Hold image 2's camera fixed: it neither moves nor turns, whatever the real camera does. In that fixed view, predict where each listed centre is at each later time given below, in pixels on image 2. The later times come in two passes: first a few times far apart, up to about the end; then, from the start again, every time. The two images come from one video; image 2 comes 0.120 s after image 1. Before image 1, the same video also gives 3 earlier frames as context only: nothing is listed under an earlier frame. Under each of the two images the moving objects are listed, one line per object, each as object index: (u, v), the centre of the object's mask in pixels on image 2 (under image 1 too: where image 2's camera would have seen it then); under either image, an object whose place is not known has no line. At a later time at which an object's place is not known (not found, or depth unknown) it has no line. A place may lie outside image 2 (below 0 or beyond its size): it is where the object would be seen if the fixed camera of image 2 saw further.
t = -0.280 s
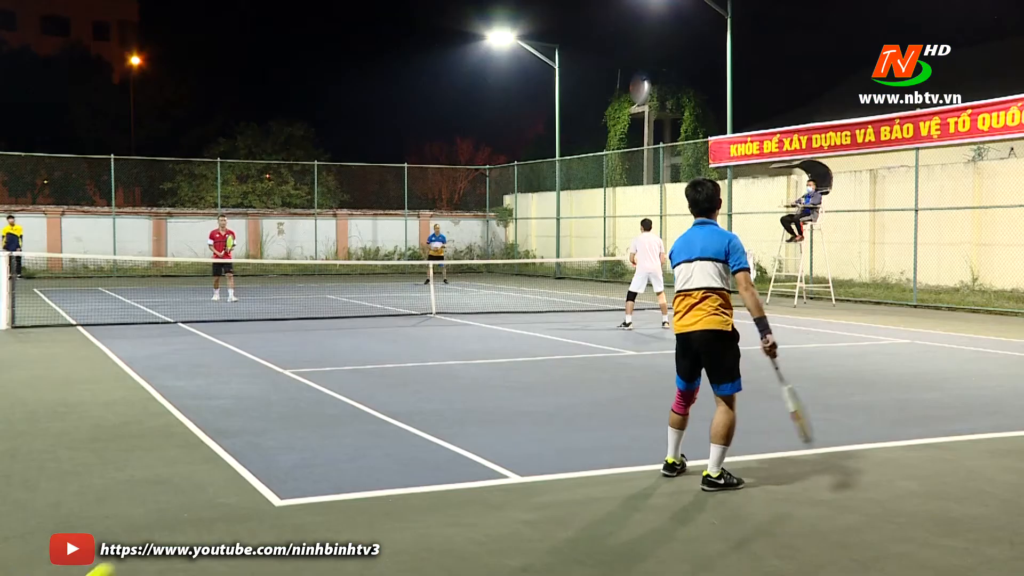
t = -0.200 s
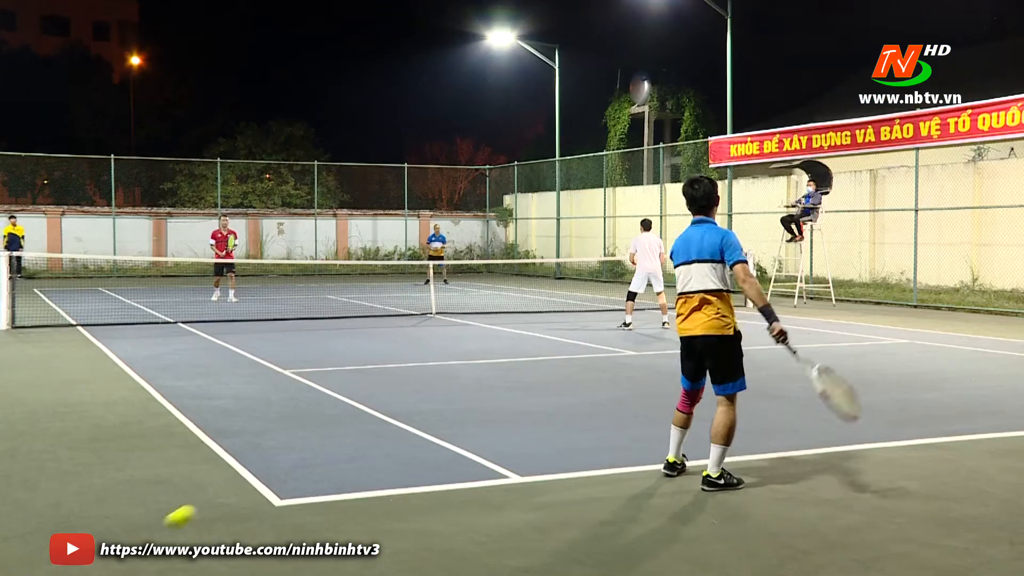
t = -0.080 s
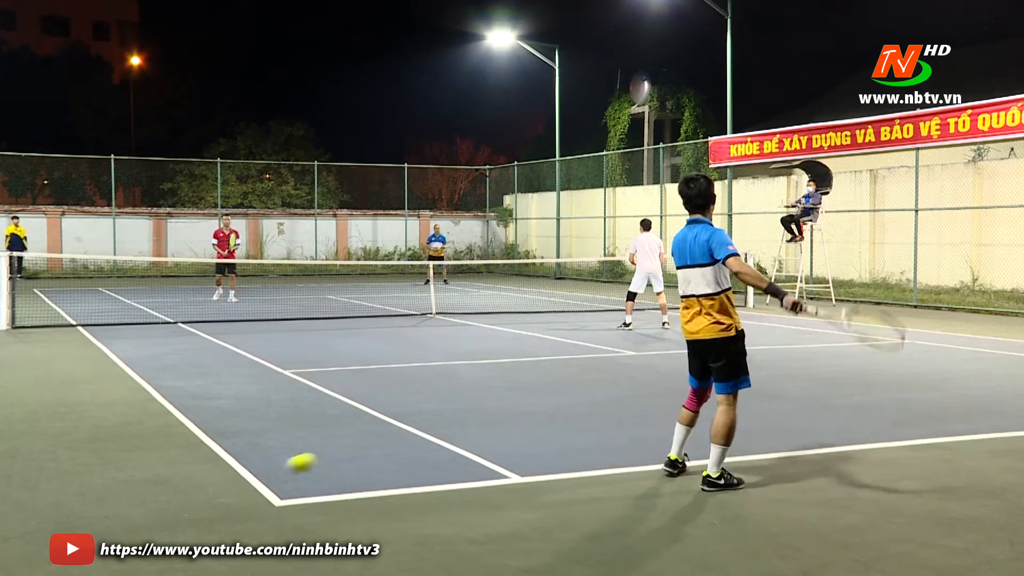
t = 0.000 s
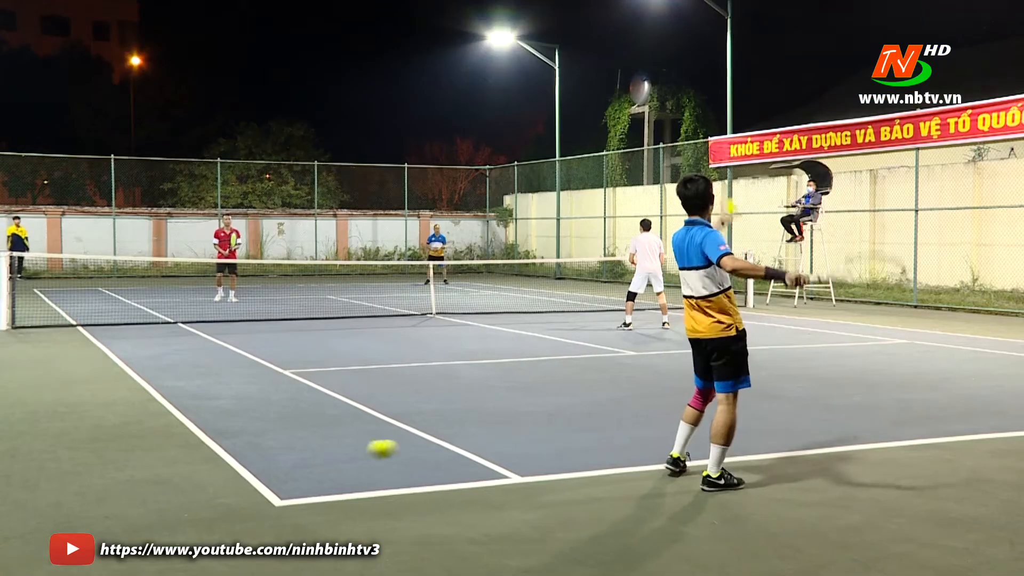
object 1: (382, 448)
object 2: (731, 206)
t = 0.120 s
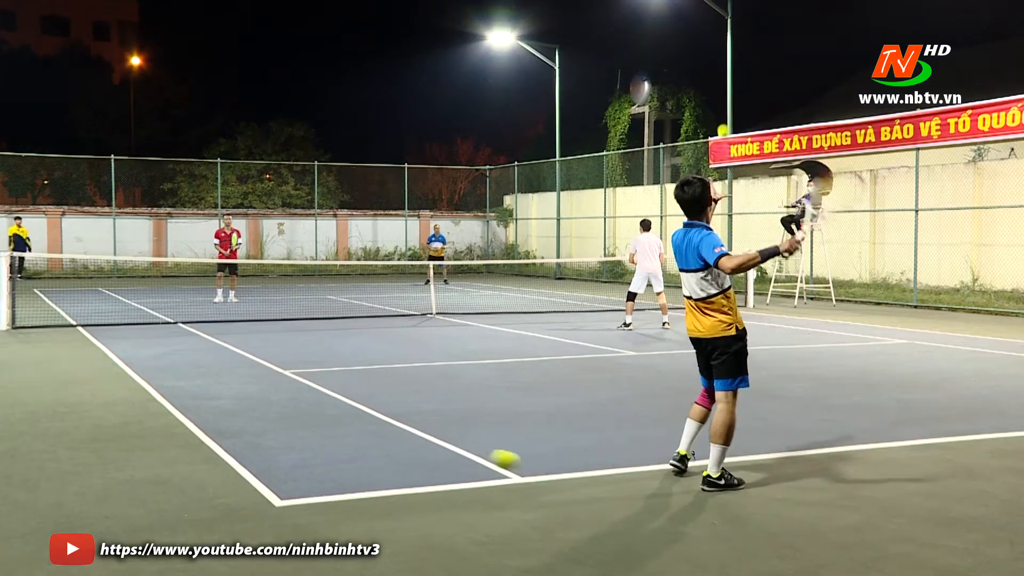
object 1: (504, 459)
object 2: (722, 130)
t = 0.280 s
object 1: (669, 537)
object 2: (712, 69)
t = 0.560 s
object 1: (953, 523)
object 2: (690, 58)
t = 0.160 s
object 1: (546, 469)
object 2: (720, 113)
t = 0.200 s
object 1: (587, 489)
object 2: (717, 96)
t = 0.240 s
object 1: (628, 510)
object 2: (714, 81)
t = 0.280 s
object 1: (669, 537)
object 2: (712, 69)
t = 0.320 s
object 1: (709, 566)
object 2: (709, 60)
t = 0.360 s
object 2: (706, 53)
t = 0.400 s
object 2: (703, 49)
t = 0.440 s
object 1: (832, 567)
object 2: (699, 47)
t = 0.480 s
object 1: (872, 547)
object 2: (696, 48)
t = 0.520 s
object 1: (912, 533)
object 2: (693, 52)
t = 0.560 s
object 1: (953, 523)
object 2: (690, 58)
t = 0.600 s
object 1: (996, 517)
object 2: (687, 66)
